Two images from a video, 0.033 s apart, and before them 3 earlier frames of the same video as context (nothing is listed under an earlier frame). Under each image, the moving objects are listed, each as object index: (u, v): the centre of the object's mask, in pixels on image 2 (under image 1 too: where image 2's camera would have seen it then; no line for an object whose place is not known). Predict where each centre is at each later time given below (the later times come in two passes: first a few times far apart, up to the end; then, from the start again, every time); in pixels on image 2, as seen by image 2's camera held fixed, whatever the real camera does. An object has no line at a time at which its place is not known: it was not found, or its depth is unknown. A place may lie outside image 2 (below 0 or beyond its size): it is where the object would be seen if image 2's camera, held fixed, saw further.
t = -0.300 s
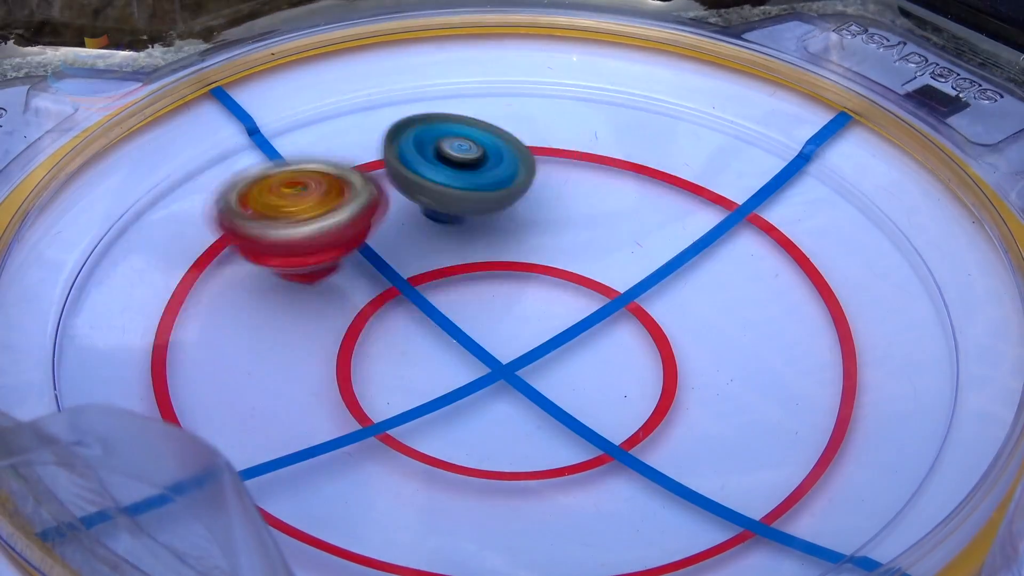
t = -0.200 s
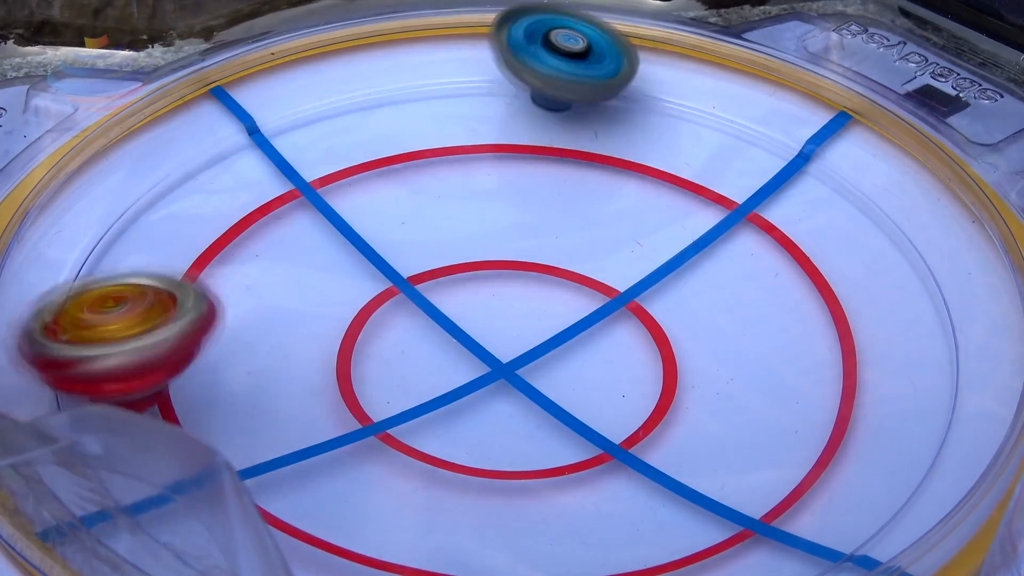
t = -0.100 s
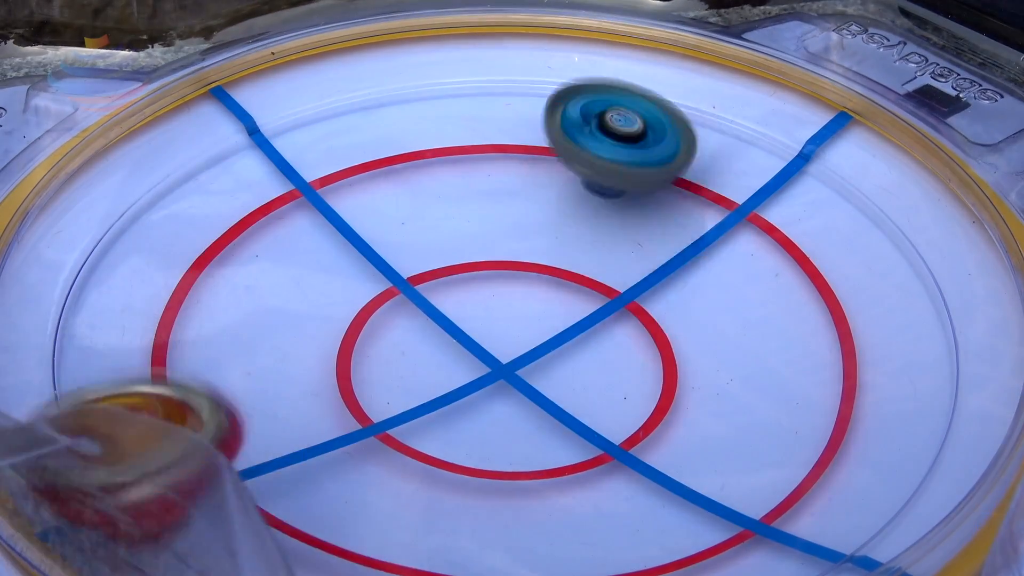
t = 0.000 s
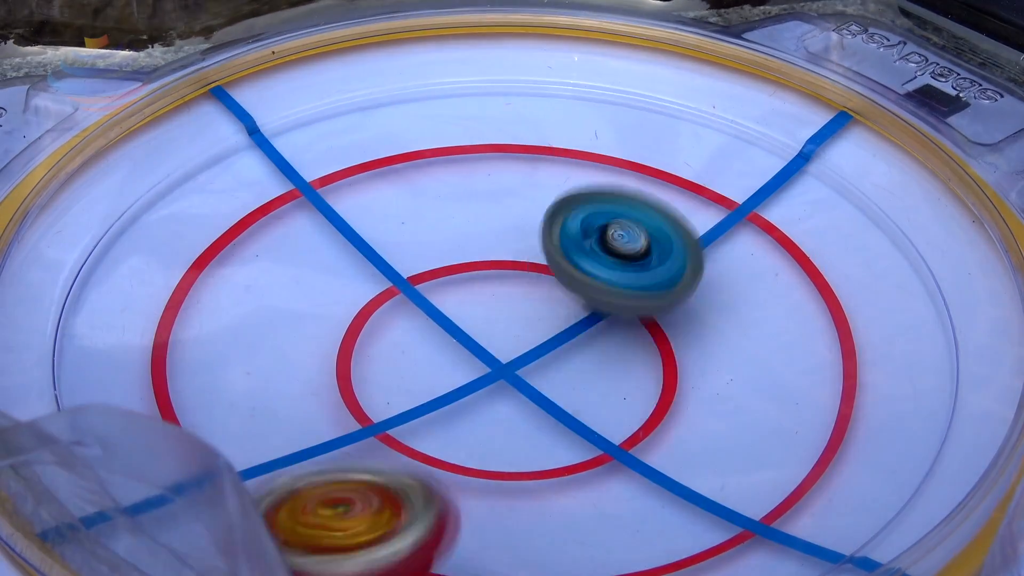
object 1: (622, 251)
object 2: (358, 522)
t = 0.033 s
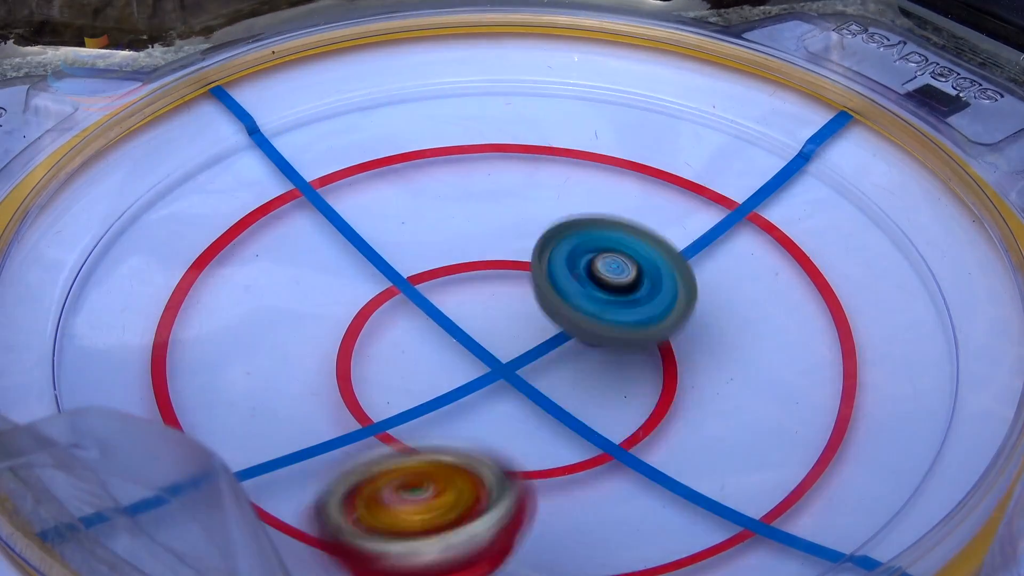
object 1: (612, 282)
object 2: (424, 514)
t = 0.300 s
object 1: (398, 228)
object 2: (948, 409)
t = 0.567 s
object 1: (299, 129)
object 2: (497, 197)
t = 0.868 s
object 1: (160, 236)
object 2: (360, 346)
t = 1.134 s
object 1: (423, 310)
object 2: (606, 439)
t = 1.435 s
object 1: (559, 168)
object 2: (568, 395)
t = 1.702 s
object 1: (500, 137)
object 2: (502, 359)
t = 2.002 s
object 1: (510, 188)
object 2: (438, 382)
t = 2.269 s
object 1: (567, 241)
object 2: (555, 451)
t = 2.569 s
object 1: (689, 216)
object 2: (551, 401)
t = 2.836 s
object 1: (669, 249)
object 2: (480, 370)
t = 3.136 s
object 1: (736, 277)
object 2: (213, 337)
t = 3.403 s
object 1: (663, 335)
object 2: (187, 289)
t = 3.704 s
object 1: (659, 427)
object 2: (289, 203)
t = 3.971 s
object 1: (672, 429)
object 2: (381, 155)
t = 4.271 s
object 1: (557, 406)
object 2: (470, 191)
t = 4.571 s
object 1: (458, 393)
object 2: (634, 281)
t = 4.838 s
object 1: (401, 349)
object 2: (624, 340)
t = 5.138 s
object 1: (268, 272)
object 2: (556, 387)
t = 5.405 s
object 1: (189, 260)
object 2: (512, 362)
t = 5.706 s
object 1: (268, 270)
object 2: (461, 281)
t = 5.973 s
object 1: (324, 228)
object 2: (491, 221)
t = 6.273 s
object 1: (128, 236)
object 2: (825, 245)
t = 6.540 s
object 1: (311, 308)
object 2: (762, 273)
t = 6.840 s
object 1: (536, 248)
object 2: (596, 391)
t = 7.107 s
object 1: (568, 157)
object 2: (438, 401)
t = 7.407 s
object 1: (501, 158)
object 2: (350, 296)
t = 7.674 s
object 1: (629, 216)
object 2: (249, 242)
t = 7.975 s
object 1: (714, 201)
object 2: (413, 252)
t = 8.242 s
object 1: (716, 217)
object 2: (543, 339)
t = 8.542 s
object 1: (722, 175)
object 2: (204, 482)
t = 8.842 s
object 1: (570, 303)
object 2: (322, 385)
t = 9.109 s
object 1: (620, 449)
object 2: (411, 192)
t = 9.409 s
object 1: (739, 472)
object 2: (600, 200)
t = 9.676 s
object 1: (604, 422)
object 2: (725, 304)
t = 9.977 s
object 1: (418, 427)
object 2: (737, 407)
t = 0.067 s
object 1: (598, 327)
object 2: (501, 516)
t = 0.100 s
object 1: (584, 361)
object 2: (574, 500)
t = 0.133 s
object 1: (563, 378)
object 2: (637, 485)
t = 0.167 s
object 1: (544, 398)
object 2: (711, 471)
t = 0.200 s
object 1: (500, 333)
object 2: (829, 485)
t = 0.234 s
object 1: (456, 299)
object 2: (886, 426)
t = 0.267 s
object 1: (423, 266)
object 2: (928, 402)
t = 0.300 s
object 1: (398, 228)
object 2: (948, 409)
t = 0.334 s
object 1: (377, 196)
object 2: (927, 395)
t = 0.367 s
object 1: (363, 171)
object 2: (872, 367)
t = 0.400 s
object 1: (355, 150)
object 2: (813, 336)
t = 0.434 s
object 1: (348, 137)
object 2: (750, 305)
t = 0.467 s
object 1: (337, 131)
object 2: (688, 274)
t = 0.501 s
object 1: (324, 128)
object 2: (622, 246)
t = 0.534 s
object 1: (311, 127)
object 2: (559, 222)
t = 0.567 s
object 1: (299, 129)
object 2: (497, 197)
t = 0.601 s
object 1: (286, 130)
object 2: (442, 181)
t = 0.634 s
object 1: (239, 114)
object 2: (426, 187)
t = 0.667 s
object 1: (206, 110)
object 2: (407, 200)
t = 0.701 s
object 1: (181, 121)
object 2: (384, 213)
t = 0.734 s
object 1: (167, 148)
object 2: (359, 229)
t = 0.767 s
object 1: (164, 183)
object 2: (332, 253)
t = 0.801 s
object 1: (152, 201)
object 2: (334, 286)
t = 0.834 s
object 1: (150, 217)
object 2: (344, 321)
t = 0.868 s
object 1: (160, 236)
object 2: (360, 346)
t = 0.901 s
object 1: (175, 255)
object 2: (379, 373)
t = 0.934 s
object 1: (199, 274)
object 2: (402, 394)
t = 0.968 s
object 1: (231, 289)
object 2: (432, 414)
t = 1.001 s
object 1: (269, 300)
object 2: (463, 430)
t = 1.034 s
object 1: (309, 307)
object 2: (500, 441)
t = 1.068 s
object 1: (350, 311)
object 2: (538, 445)
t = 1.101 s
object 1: (389, 311)
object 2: (577, 445)
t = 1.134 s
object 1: (423, 310)
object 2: (606, 439)
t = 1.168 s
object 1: (455, 306)
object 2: (628, 428)
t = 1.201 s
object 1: (482, 299)
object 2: (645, 417)
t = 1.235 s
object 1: (505, 290)
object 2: (656, 402)
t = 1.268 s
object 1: (524, 280)
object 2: (656, 385)
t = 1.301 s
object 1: (538, 268)
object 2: (648, 367)
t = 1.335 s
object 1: (548, 254)
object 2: (633, 350)
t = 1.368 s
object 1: (557, 221)
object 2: (614, 348)
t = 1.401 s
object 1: (559, 194)
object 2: (591, 381)
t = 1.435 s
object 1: (559, 168)
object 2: (568, 395)
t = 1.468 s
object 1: (557, 153)
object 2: (548, 398)
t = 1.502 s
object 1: (550, 144)
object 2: (529, 401)
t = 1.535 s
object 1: (544, 135)
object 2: (516, 398)
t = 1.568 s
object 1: (536, 132)
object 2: (507, 393)
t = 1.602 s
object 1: (528, 130)
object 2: (501, 385)
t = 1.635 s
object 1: (519, 131)
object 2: (498, 376)
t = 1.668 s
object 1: (509, 133)
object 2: (498, 368)
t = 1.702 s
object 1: (500, 137)
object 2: (502, 359)
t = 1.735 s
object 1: (491, 143)
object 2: (504, 350)
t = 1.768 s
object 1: (485, 151)
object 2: (505, 342)
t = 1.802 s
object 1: (480, 161)
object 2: (505, 335)
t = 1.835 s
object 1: (478, 173)
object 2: (504, 328)
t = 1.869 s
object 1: (477, 186)
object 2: (496, 321)
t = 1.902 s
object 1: (480, 196)
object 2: (487, 316)
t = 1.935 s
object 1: (487, 197)
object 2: (473, 327)
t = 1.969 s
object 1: (499, 189)
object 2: (454, 354)
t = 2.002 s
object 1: (510, 188)
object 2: (438, 382)
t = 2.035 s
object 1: (517, 193)
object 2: (429, 401)
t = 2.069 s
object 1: (522, 199)
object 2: (427, 414)
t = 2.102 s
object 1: (528, 206)
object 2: (432, 428)
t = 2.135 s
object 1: (535, 212)
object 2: (448, 436)
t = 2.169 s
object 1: (542, 219)
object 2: (466, 445)
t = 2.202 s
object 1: (550, 227)
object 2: (493, 451)
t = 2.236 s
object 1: (557, 234)
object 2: (522, 454)
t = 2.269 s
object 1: (567, 241)
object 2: (555, 451)
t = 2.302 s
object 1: (576, 248)
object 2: (588, 441)
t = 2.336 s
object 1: (586, 254)
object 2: (613, 430)
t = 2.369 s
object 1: (597, 259)
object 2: (633, 414)
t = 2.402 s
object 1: (608, 262)
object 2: (644, 398)
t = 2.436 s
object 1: (617, 262)
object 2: (650, 384)
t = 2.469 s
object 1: (626, 257)
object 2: (645, 362)
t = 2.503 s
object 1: (650, 238)
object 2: (619, 357)
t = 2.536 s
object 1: (670, 228)
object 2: (584, 382)
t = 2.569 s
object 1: (689, 216)
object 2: (551, 401)
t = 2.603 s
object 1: (699, 212)
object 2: (523, 412)
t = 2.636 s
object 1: (701, 213)
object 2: (499, 413)
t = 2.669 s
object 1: (697, 215)
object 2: (482, 409)
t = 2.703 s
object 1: (693, 218)
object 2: (473, 404)
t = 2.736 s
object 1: (689, 223)
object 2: (470, 397)
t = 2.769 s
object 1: (682, 231)
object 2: (472, 390)
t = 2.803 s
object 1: (675, 239)
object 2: (476, 382)
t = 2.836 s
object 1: (669, 249)
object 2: (480, 370)
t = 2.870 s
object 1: (662, 259)
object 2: (487, 362)
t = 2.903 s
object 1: (656, 269)
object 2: (493, 351)
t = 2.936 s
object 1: (651, 281)
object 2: (497, 340)
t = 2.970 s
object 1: (694, 275)
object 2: (431, 345)
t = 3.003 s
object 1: (725, 273)
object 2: (368, 343)
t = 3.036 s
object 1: (739, 273)
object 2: (316, 343)
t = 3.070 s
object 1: (741, 274)
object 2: (276, 341)
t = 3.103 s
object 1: (739, 275)
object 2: (241, 337)
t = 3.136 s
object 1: (736, 277)
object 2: (213, 337)
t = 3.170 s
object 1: (731, 281)
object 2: (192, 334)
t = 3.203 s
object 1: (723, 285)
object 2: (179, 330)
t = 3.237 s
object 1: (715, 291)
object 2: (168, 325)
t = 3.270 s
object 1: (704, 298)
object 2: (167, 318)
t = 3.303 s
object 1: (694, 306)
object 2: (168, 310)
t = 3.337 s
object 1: (683, 315)
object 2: (170, 306)
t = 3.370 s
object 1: (673, 325)
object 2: (179, 298)
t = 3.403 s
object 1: (663, 335)
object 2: (187, 289)
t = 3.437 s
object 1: (656, 346)
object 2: (200, 285)
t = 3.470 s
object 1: (649, 358)
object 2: (214, 276)
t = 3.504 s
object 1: (645, 370)
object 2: (227, 264)
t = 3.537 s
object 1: (643, 382)
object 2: (239, 256)
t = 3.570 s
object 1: (644, 393)
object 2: (247, 242)
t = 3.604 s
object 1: (647, 404)
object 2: (257, 235)
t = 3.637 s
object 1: (651, 413)
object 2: (263, 222)
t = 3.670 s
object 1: (655, 421)
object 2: (277, 211)
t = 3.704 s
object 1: (659, 427)
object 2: (289, 203)
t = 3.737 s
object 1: (664, 432)
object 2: (302, 192)
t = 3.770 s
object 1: (669, 436)
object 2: (312, 182)
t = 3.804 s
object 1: (674, 437)
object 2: (324, 175)
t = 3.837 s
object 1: (677, 438)
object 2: (340, 168)
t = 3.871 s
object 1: (679, 438)
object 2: (352, 161)
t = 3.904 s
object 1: (680, 436)
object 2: (362, 155)
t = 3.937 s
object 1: (678, 433)
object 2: (373, 155)
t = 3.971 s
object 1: (672, 429)
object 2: (381, 155)
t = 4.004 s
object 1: (662, 426)
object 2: (390, 152)
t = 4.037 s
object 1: (652, 422)
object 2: (397, 155)
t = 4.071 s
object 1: (640, 419)
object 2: (403, 159)
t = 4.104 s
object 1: (627, 417)
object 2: (413, 159)
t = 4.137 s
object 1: (613, 414)
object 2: (416, 163)
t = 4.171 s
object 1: (600, 412)
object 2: (424, 168)
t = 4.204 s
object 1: (586, 410)
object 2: (441, 172)
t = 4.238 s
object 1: (572, 408)
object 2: (453, 181)
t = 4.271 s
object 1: (557, 406)
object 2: (470, 191)
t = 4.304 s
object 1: (543, 405)
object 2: (490, 202)
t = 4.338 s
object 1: (530, 403)
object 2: (508, 211)
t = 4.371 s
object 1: (517, 402)
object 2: (531, 223)
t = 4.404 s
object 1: (506, 401)
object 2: (556, 234)
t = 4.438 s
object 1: (495, 400)
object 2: (575, 245)
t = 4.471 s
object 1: (485, 399)
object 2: (593, 256)
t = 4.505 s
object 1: (474, 397)
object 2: (611, 265)
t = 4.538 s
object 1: (466, 395)
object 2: (622, 272)
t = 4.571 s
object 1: (458, 393)
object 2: (634, 281)
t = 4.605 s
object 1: (450, 390)
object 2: (645, 287)
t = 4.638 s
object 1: (443, 387)
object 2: (646, 293)
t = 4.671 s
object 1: (438, 383)
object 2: (645, 302)
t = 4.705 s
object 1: (430, 377)
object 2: (645, 306)
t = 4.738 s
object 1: (424, 371)
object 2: (640, 314)
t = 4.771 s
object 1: (418, 364)
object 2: (636, 324)
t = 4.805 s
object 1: (410, 356)
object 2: (630, 331)
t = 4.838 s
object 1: (401, 349)
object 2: (624, 340)
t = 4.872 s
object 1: (390, 340)
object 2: (617, 347)
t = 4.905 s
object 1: (378, 331)
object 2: (606, 358)
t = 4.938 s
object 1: (364, 322)
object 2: (602, 363)
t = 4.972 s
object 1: (350, 313)
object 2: (592, 370)
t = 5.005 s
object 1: (335, 303)
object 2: (586, 375)
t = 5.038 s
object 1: (319, 294)
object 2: (576, 381)
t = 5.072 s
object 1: (303, 286)
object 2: (570, 384)
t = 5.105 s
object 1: (286, 279)
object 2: (563, 385)
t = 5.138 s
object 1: (268, 272)
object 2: (556, 387)
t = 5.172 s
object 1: (253, 266)
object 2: (550, 387)
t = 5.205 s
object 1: (239, 261)
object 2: (547, 385)
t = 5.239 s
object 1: (225, 258)
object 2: (542, 381)
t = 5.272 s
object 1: (214, 257)
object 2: (537, 378)
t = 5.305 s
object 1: (203, 256)
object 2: (531, 376)
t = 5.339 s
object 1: (196, 256)
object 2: (525, 372)
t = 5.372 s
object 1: (191, 258)
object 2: (519, 366)
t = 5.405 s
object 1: (189, 260)
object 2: (512, 362)
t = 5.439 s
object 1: (189, 263)
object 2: (502, 354)
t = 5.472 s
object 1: (192, 267)
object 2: (495, 350)
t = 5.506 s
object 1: (198, 270)
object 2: (484, 341)
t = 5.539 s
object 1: (208, 274)
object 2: (478, 331)
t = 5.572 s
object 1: (222, 276)
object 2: (466, 324)
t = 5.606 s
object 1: (237, 277)
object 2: (456, 312)
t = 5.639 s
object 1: (254, 277)
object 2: (447, 303)
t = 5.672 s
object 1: (268, 276)
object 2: (441, 291)
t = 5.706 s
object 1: (268, 270)
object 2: (461, 281)
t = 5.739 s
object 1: (276, 265)
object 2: (474, 271)
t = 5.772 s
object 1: (284, 260)
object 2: (482, 258)
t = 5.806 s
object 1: (293, 256)
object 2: (489, 250)
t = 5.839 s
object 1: (301, 250)
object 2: (493, 242)
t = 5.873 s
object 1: (308, 245)
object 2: (493, 235)
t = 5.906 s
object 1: (315, 239)
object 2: (494, 228)
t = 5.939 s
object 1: (319, 233)
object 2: (491, 224)
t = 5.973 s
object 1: (324, 228)
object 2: (491, 221)
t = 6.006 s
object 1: (277, 213)
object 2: (548, 228)
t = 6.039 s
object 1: (227, 198)
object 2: (616, 237)
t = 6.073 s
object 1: (191, 191)
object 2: (677, 244)
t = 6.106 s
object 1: (166, 191)
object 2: (724, 247)
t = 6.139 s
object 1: (151, 196)
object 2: (766, 250)
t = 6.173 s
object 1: (138, 203)
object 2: (795, 250)
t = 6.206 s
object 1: (131, 212)
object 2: (813, 249)
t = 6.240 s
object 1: (126, 223)
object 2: (821, 245)
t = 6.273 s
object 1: (128, 236)
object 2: (825, 245)
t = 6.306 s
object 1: (134, 248)
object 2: (825, 242)
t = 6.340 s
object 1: (146, 262)
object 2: (821, 245)
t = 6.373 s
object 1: (164, 275)
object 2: (815, 245)
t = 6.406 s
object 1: (187, 287)
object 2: (807, 249)
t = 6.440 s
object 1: (215, 295)
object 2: (798, 253)
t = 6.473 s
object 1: (246, 302)
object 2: (788, 259)
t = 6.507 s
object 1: (279, 305)
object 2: (775, 265)
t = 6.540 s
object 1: (311, 308)
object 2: (762, 273)
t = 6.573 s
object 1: (345, 310)
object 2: (749, 284)
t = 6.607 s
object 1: (378, 309)
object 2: (733, 296)
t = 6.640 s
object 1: (410, 306)
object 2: (717, 309)
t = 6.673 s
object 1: (437, 301)
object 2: (699, 323)
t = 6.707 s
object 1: (465, 295)
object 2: (678, 337)
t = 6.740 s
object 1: (488, 287)
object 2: (656, 350)
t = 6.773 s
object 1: (506, 274)
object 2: (636, 364)
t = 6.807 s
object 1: (521, 261)
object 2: (618, 380)
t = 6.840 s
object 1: (536, 248)
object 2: (596, 391)
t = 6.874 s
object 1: (547, 236)
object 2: (575, 398)
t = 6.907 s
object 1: (557, 223)
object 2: (550, 404)
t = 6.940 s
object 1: (565, 212)
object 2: (529, 407)
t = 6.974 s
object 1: (570, 199)
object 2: (509, 409)
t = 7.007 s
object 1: (573, 187)
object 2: (491, 409)
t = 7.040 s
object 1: (572, 176)
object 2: (475, 408)
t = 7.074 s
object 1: (572, 166)
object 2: (458, 405)
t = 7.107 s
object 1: (568, 157)
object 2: (438, 401)
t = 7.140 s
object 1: (563, 149)
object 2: (423, 396)
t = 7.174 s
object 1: (556, 143)
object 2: (407, 388)
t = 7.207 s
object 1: (549, 138)
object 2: (395, 378)
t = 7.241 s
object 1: (541, 136)
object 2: (384, 367)
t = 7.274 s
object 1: (531, 135)
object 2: (373, 355)
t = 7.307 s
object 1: (523, 138)
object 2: (363, 341)
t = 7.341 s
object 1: (515, 142)
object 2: (357, 326)
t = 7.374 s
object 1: (508, 149)
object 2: (353, 311)
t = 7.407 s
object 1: (501, 158)
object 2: (350, 296)
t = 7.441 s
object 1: (498, 170)
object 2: (349, 281)
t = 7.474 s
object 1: (496, 182)
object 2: (350, 269)
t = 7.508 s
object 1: (497, 195)
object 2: (354, 258)
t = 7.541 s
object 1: (531, 201)
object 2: (322, 254)
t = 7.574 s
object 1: (565, 206)
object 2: (288, 255)
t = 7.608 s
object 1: (592, 211)
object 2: (263, 251)
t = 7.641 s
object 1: (611, 214)
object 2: (251, 247)
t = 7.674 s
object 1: (629, 216)
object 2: (249, 242)
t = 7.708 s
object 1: (644, 215)
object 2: (255, 240)
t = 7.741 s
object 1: (657, 214)
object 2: (266, 241)
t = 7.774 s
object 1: (671, 213)
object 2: (282, 241)
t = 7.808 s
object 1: (683, 211)
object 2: (304, 239)
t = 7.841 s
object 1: (693, 208)
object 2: (324, 240)
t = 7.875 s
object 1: (701, 206)
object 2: (344, 240)
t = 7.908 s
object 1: (708, 204)
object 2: (367, 241)
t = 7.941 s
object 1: (712, 202)
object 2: (389, 243)
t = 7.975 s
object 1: (714, 201)
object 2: (413, 252)
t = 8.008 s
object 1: (715, 200)
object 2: (438, 257)
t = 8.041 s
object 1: (715, 201)
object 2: (465, 260)
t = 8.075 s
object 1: (712, 203)
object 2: (487, 269)
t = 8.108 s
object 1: (709, 207)
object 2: (510, 277)
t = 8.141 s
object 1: (703, 213)
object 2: (535, 286)
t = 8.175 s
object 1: (696, 220)
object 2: (556, 298)
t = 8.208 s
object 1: (695, 225)
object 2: (579, 309)
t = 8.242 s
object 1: (716, 217)
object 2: (543, 339)
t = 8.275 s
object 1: (761, 196)
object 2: (473, 385)
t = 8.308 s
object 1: (786, 182)
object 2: (405, 418)
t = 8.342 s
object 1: (792, 174)
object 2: (351, 432)
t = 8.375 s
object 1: (789, 169)
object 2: (311, 460)
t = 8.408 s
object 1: (780, 166)
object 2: (290, 466)
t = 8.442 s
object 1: (769, 165)
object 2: (276, 464)
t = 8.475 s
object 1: (756, 166)
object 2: (203, 490)
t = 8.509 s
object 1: (740, 169)
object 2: (196, 491)
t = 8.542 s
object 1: (722, 175)
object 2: (204, 482)
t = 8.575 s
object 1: (702, 183)
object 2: (263, 452)
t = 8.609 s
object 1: (682, 193)
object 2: (261, 447)
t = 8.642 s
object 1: (664, 204)
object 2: (245, 432)
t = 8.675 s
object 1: (646, 218)
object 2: (252, 434)
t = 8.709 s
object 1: (628, 233)
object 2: (257, 422)
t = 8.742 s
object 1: (612, 248)
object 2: (272, 418)
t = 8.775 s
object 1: (596, 266)
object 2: (284, 409)
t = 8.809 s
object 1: (583, 284)
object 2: (305, 391)
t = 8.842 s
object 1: (570, 303)
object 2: (322, 385)
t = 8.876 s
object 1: (559, 323)
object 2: (344, 364)
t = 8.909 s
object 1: (552, 342)
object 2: (365, 354)
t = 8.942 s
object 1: (560, 363)
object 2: (370, 331)
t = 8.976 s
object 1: (573, 385)
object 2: (370, 293)
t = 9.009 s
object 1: (583, 403)
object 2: (375, 265)
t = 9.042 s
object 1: (593, 420)
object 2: (384, 235)
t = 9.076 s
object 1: (607, 435)
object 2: (397, 215)
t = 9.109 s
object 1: (620, 449)
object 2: (411, 192)
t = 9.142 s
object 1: (634, 461)
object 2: (432, 183)
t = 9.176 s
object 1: (650, 471)
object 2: (451, 174)
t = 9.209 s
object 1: (664, 479)
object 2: (472, 172)
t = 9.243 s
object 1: (680, 484)
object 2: (493, 170)
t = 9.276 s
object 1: (696, 486)
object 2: (514, 172)
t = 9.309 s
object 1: (710, 487)
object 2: (535, 174)
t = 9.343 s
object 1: (723, 484)
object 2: (556, 181)
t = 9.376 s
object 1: (733, 479)
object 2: (578, 188)
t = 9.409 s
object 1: (739, 472)
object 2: (600, 200)
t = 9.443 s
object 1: (741, 464)
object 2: (620, 210)
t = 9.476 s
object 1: (740, 456)
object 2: (640, 224)
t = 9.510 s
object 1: (730, 445)
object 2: (657, 238)
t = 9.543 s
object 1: (717, 435)
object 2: (671, 255)
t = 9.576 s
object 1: (699, 426)
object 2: (682, 275)
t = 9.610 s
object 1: (678, 418)
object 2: (692, 290)
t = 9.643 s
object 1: (644, 418)
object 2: (706, 301)
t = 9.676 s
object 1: (604, 422)
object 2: (725, 304)
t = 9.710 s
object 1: (572, 424)
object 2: (745, 318)
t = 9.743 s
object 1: (547, 425)
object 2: (759, 331)
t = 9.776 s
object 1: (526, 427)
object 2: (773, 339)
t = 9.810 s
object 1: (505, 429)
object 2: (779, 349)
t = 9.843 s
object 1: (486, 429)
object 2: (782, 359)
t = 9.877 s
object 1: (468, 430)
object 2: (782, 373)
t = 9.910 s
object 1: (450, 430)
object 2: (773, 385)
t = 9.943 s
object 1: (434, 429)
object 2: (757, 399)
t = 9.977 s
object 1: (418, 427)
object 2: (737, 407)
